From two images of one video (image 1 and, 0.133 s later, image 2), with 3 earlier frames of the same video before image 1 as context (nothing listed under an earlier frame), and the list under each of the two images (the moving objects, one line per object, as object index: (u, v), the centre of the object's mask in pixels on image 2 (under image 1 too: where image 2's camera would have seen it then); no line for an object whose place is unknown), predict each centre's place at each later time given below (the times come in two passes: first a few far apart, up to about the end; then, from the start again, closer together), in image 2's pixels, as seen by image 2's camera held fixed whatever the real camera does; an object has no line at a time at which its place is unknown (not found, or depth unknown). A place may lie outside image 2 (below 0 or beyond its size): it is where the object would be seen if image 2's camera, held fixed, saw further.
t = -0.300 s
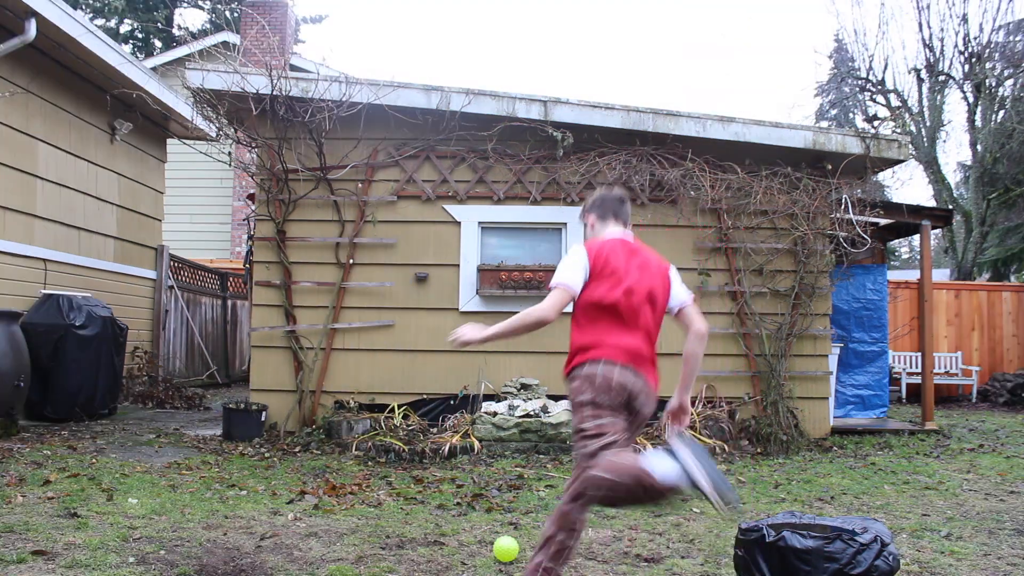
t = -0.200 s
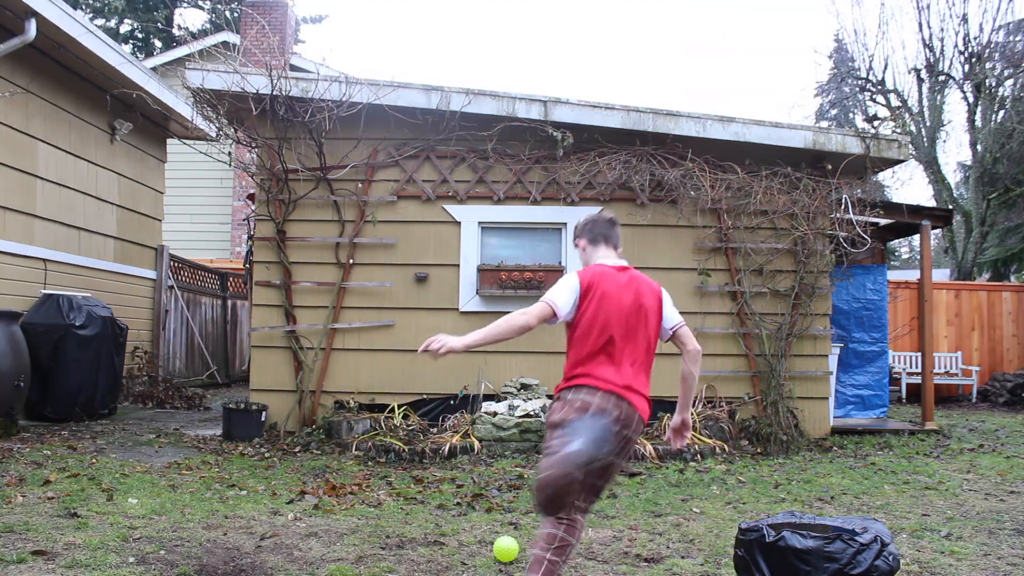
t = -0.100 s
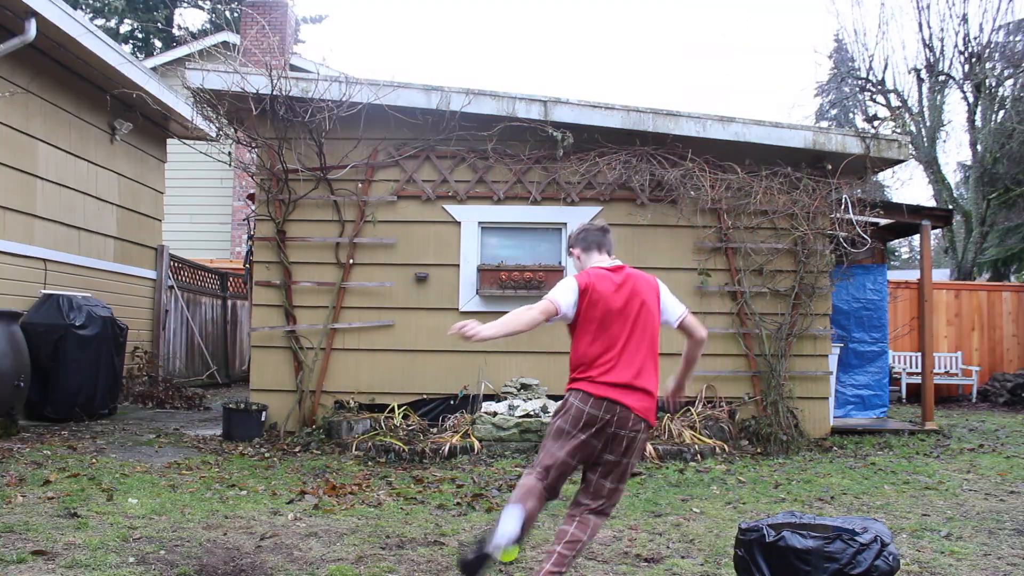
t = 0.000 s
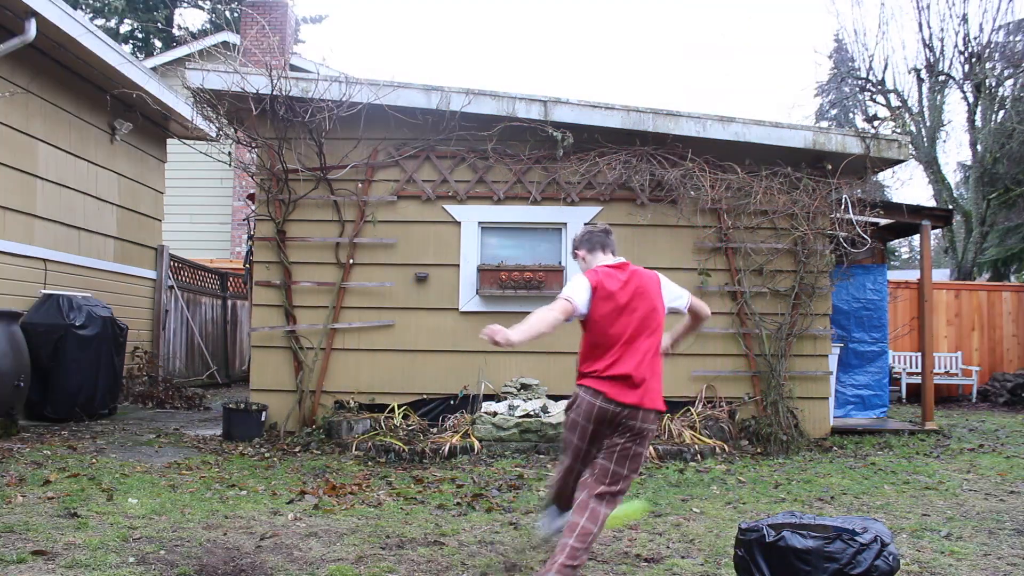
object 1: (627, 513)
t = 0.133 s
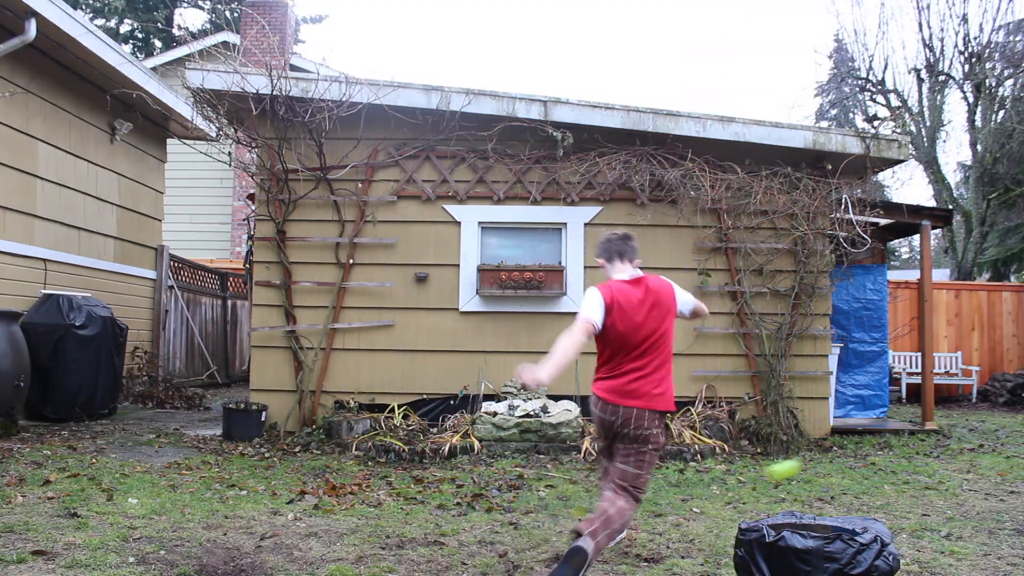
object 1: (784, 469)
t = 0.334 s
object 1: (895, 448)
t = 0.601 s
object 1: (964, 438)
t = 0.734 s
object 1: (989, 436)
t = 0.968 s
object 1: (1021, 429)
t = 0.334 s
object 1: (895, 448)
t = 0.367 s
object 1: (905, 445)
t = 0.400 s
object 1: (917, 443)
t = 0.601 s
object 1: (964, 438)
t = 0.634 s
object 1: (971, 437)
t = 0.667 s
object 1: (977, 437)
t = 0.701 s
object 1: (983, 437)
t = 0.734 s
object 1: (989, 436)
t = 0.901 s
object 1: (1015, 431)
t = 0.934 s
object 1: (1019, 430)
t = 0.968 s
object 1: (1021, 429)
